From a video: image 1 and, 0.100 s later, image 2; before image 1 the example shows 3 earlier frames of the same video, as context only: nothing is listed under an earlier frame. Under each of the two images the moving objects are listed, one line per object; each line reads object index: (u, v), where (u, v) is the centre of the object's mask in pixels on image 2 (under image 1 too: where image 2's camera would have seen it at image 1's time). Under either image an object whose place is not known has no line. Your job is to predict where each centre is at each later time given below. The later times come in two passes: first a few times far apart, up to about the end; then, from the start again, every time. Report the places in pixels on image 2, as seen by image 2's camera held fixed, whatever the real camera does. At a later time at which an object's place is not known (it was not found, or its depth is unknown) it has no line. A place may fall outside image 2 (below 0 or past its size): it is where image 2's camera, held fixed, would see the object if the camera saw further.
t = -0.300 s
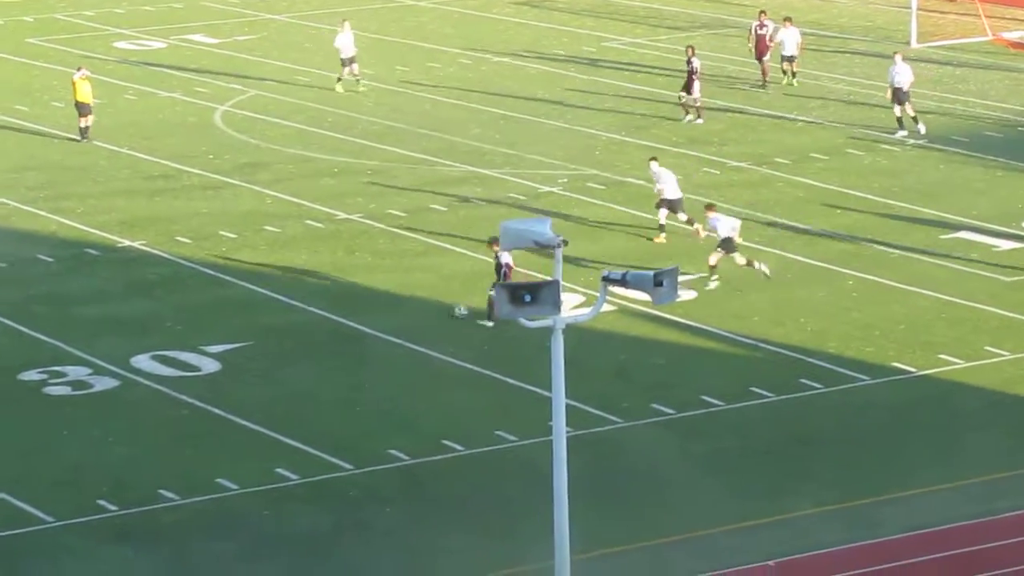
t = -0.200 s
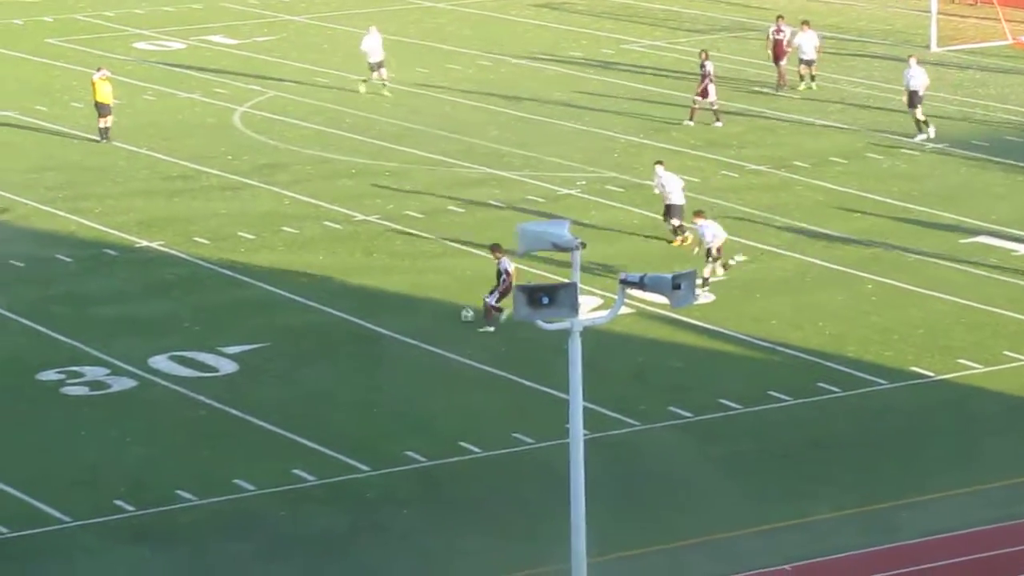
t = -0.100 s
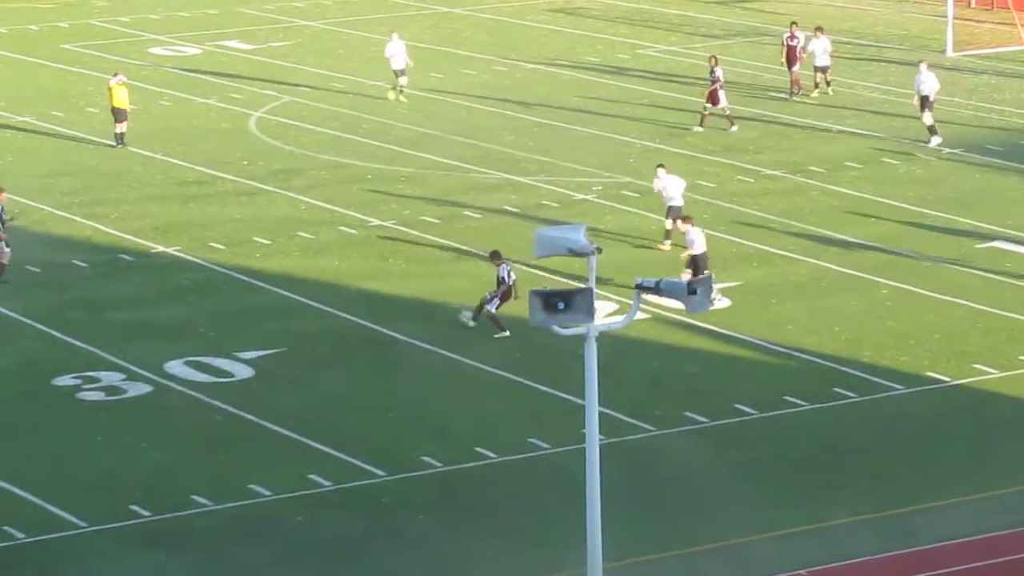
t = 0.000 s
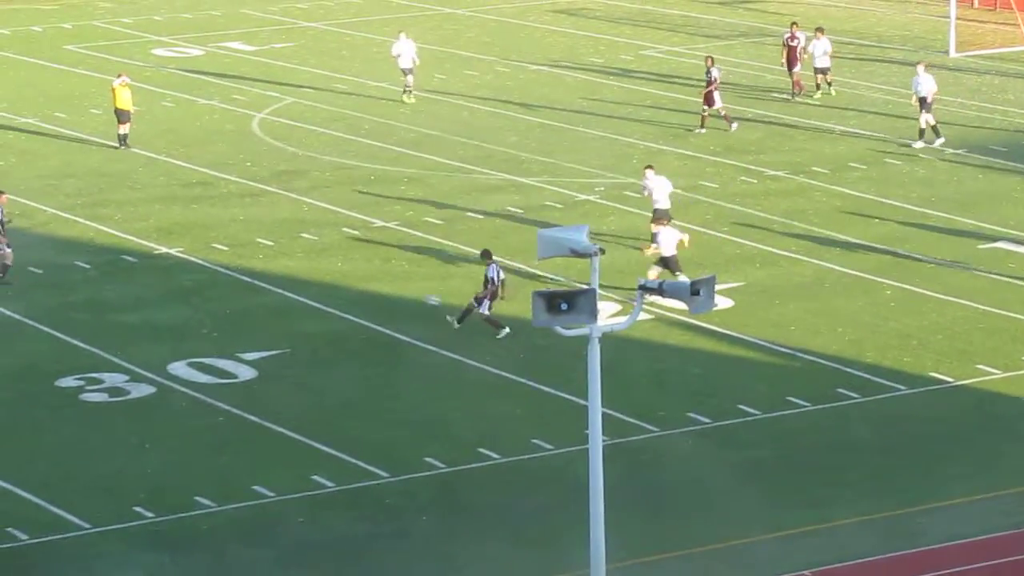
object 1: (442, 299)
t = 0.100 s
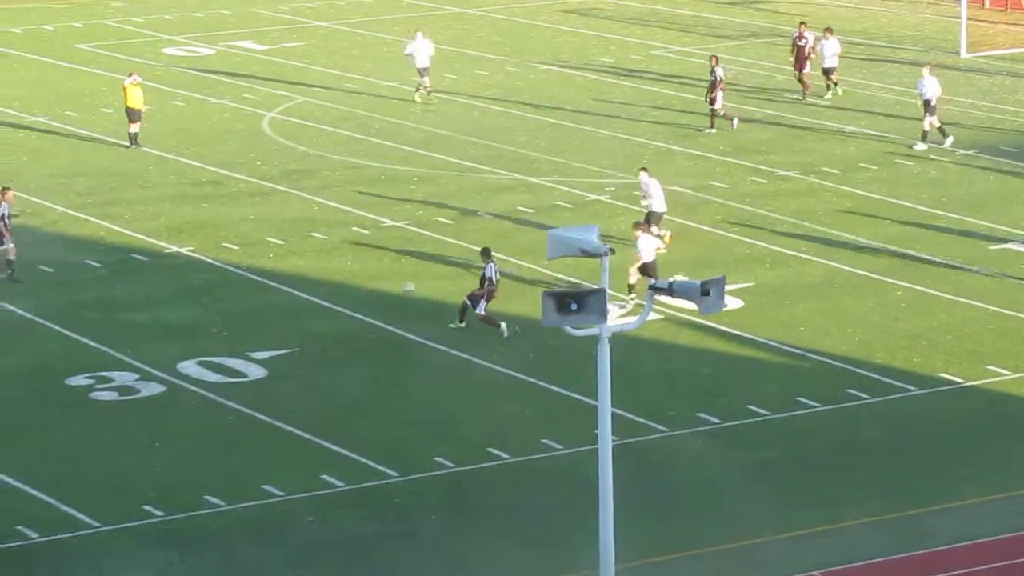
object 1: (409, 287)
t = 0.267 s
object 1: (359, 274)
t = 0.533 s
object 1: (299, 254)
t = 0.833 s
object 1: (251, 237)
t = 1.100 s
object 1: (215, 225)
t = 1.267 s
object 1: (194, 216)
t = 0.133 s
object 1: (398, 285)
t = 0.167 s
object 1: (388, 283)
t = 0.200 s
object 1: (377, 282)
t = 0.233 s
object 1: (368, 279)
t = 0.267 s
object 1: (359, 274)
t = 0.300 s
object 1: (351, 268)
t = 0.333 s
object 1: (345, 264)
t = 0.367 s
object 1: (337, 261)
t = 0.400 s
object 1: (329, 258)
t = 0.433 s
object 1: (321, 256)
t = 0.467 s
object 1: (314, 255)
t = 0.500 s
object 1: (306, 254)
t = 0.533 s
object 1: (299, 254)
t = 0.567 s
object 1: (293, 250)
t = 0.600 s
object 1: (287, 245)
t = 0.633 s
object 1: (282, 243)
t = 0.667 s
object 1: (277, 241)
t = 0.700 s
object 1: (272, 239)
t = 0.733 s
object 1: (266, 238)
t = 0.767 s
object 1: (261, 237)
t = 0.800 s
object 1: (256, 237)
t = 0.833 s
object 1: (251, 237)
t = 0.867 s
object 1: (246, 234)
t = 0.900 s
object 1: (241, 231)
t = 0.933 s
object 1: (237, 229)
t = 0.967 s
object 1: (232, 226)
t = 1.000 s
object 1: (228, 225)
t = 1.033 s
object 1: (223, 224)
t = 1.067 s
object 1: (219, 224)
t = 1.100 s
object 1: (215, 225)
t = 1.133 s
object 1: (210, 223)
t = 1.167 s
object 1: (207, 220)
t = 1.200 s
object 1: (202, 218)
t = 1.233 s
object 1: (198, 217)
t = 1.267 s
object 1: (194, 216)
